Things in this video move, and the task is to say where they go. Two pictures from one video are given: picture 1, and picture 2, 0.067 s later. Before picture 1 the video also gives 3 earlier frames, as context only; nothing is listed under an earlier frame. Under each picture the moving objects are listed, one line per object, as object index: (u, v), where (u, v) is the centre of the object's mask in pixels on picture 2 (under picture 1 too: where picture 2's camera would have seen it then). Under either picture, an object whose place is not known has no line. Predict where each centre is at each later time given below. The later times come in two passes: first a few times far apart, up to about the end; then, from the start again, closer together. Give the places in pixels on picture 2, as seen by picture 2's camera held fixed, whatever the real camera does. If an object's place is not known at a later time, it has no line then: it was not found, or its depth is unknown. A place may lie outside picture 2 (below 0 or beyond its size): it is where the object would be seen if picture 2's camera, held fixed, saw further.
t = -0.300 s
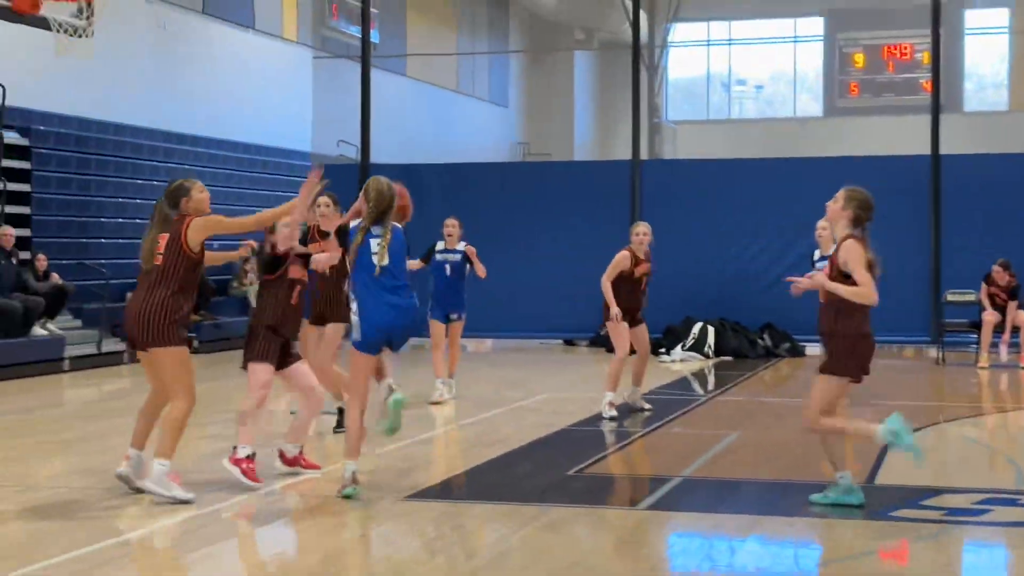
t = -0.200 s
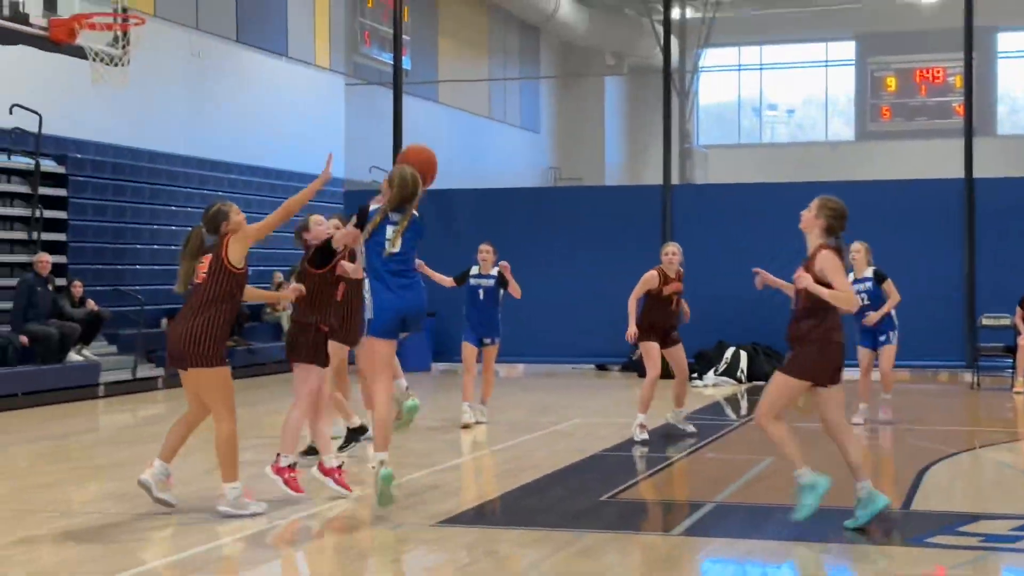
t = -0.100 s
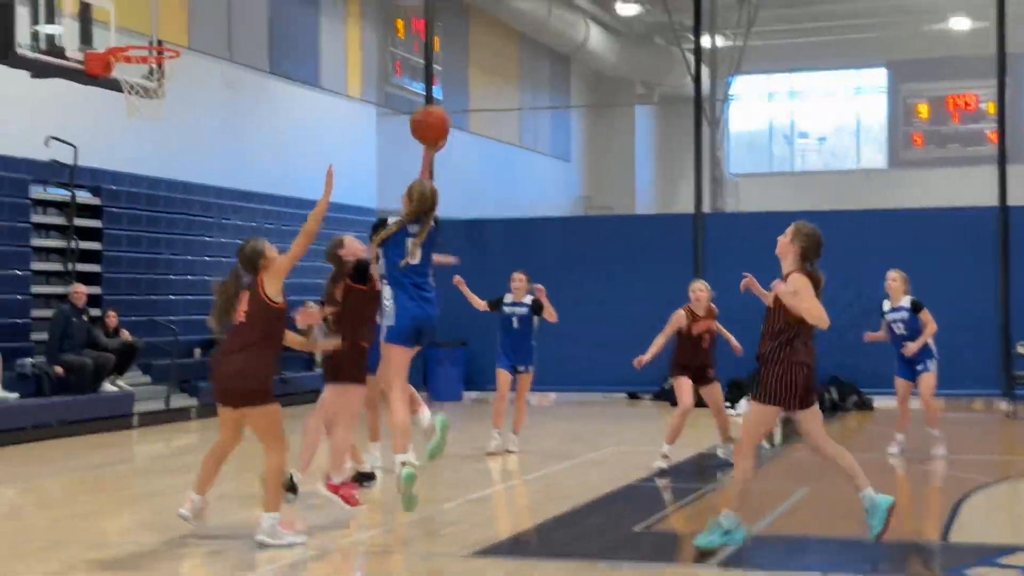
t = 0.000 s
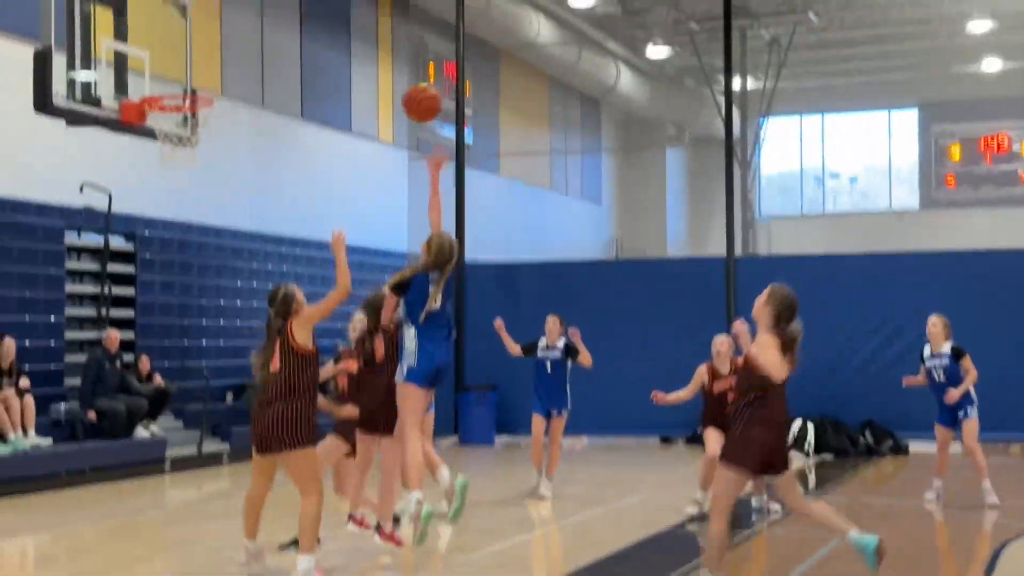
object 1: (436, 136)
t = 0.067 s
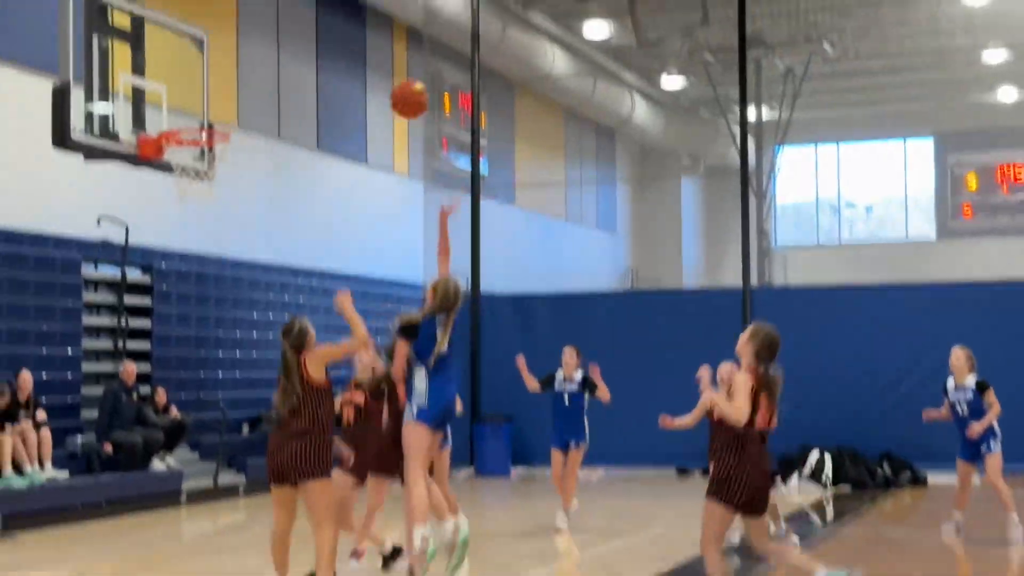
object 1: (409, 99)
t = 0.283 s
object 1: (326, 37)
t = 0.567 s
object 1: (226, 64)
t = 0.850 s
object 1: (211, 160)
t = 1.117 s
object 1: (219, 220)
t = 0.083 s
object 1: (403, 91)
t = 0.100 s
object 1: (396, 85)
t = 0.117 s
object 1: (389, 78)
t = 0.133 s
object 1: (383, 72)
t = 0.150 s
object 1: (376, 66)
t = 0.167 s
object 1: (370, 60)
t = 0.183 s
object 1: (363, 56)
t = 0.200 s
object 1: (357, 52)
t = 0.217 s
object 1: (351, 48)
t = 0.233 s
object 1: (345, 44)
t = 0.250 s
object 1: (338, 41)
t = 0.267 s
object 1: (332, 39)
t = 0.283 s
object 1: (326, 37)
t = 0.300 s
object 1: (320, 36)
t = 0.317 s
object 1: (314, 34)
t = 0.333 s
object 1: (308, 33)
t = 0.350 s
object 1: (302, 33)
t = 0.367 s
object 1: (296, 32)
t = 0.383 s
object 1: (289, 33)
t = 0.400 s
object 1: (283, 33)
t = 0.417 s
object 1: (277, 35)
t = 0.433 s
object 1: (271, 36)
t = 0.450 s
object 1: (265, 38)
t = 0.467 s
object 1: (260, 41)
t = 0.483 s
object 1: (253, 44)
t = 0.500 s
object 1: (249, 47)
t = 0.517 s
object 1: (243, 51)
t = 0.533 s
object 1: (237, 55)
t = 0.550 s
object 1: (232, 59)
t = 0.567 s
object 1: (226, 64)
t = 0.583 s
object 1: (221, 69)
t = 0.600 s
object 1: (215, 74)
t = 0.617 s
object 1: (209, 80)
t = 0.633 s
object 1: (204, 86)
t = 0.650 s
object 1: (199, 93)
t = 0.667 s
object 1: (193, 100)
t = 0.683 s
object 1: (188, 107)
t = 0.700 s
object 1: (183, 115)
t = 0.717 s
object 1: (178, 120)
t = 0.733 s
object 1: (174, 125)
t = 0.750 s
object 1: (179, 135)
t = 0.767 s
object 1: (186, 139)
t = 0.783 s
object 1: (192, 144)
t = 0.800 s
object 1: (199, 150)
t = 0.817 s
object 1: (205, 154)
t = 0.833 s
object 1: (208, 160)
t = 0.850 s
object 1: (211, 160)
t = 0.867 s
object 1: (213, 164)
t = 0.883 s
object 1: (215, 167)
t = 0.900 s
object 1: (218, 171)
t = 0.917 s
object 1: (220, 173)
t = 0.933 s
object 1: (220, 175)
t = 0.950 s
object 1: (220, 177)
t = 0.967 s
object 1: (220, 179)
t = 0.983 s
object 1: (220, 183)
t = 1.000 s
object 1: (220, 188)
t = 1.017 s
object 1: (219, 190)
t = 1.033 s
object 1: (220, 194)
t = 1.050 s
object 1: (219, 198)
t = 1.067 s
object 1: (219, 203)
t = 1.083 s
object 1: (219, 208)
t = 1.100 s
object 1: (219, 214)
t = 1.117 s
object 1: (219, 220)
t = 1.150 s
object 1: (218, 233)
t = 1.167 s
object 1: (218, 240)
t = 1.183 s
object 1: (218, 248)
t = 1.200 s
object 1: (218, 256)
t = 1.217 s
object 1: (217, 264)
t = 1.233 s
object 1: (217, 273)
